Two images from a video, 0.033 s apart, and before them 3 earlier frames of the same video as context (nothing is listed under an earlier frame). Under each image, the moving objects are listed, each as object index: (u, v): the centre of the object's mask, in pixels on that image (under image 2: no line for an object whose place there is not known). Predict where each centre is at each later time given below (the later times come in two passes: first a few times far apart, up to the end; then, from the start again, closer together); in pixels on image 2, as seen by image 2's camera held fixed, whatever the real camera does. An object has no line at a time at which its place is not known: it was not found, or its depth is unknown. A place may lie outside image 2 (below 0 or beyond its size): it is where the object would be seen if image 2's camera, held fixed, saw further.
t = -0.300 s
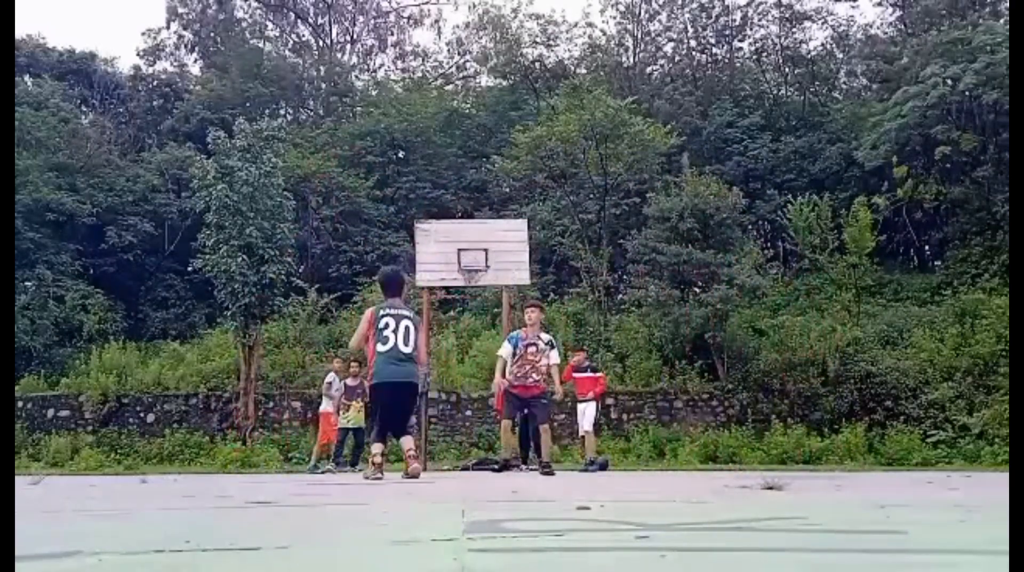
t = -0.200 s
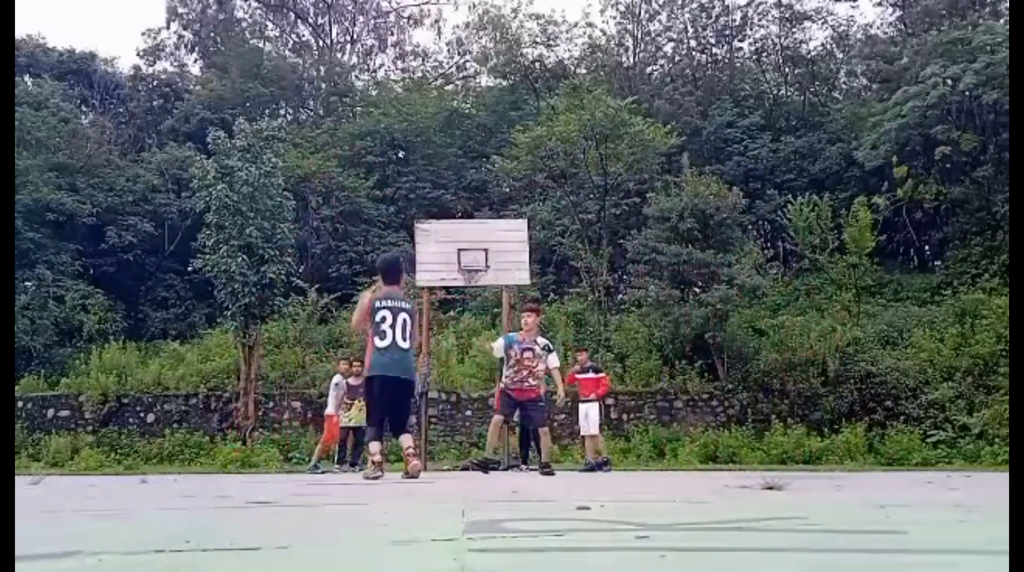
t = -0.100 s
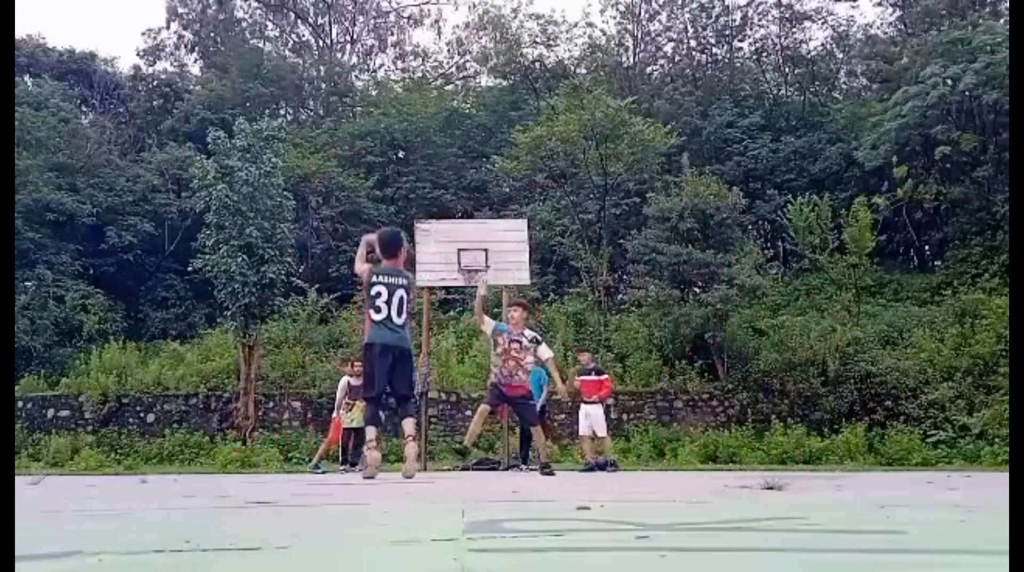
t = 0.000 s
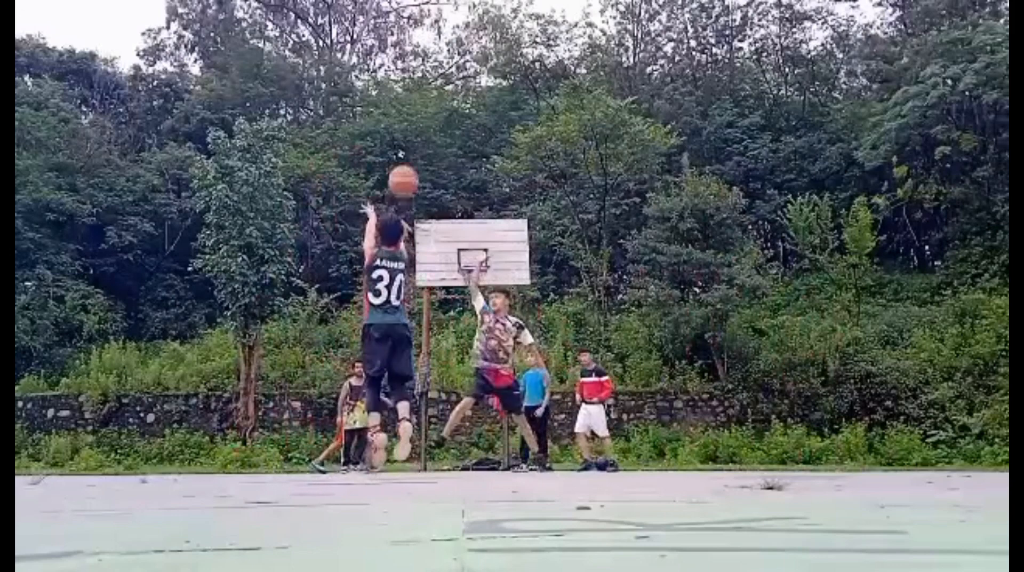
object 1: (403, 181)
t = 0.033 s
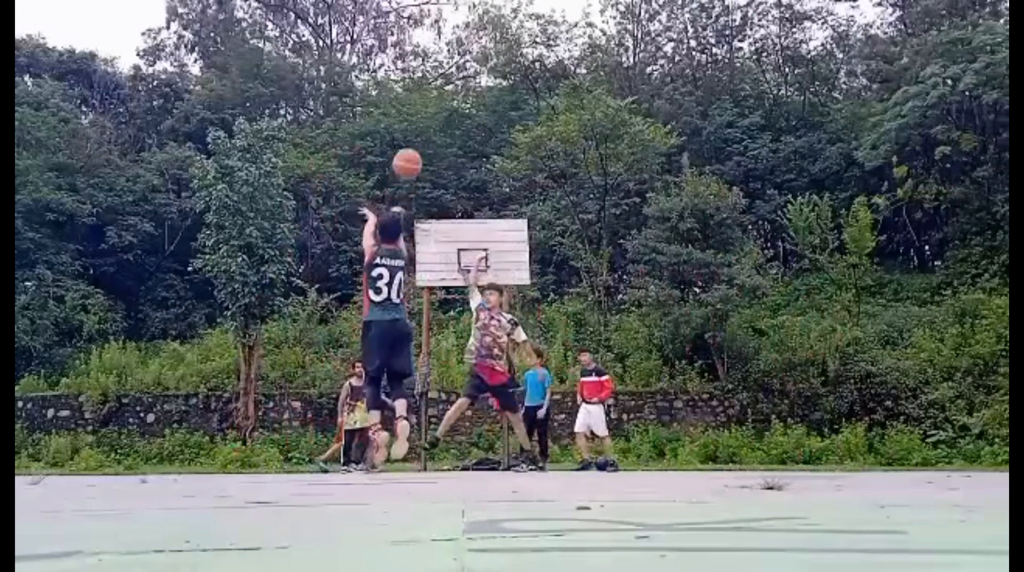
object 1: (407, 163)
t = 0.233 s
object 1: (425, 98)
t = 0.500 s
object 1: (443, 83)
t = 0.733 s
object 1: (454, 114)
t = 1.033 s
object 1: (465, 201)
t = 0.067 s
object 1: (411, 148)
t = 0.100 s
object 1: (413, 136)
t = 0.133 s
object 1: (416, 123)
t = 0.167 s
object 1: (420, 113)
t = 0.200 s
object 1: (422, 105)
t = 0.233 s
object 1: (425, 98)
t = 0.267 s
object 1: (427, 94)
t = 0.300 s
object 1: (430, 88)
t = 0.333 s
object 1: (432, 88)
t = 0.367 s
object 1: (433, 84)
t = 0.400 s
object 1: (435, 83)
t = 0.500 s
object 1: (443, 83)
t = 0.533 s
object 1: (446, 85)
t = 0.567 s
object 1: (447, 88)
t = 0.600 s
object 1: (449, 91)
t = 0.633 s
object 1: (450, 96)
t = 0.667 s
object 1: (451, 101)
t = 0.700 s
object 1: (453, 108)
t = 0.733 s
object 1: (454, 114)
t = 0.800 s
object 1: (457, 131)
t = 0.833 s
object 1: (458, 139)
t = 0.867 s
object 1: (459, 148)
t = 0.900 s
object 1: (460, 157)
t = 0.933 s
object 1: (461, 166)
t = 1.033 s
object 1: (465, 201)
